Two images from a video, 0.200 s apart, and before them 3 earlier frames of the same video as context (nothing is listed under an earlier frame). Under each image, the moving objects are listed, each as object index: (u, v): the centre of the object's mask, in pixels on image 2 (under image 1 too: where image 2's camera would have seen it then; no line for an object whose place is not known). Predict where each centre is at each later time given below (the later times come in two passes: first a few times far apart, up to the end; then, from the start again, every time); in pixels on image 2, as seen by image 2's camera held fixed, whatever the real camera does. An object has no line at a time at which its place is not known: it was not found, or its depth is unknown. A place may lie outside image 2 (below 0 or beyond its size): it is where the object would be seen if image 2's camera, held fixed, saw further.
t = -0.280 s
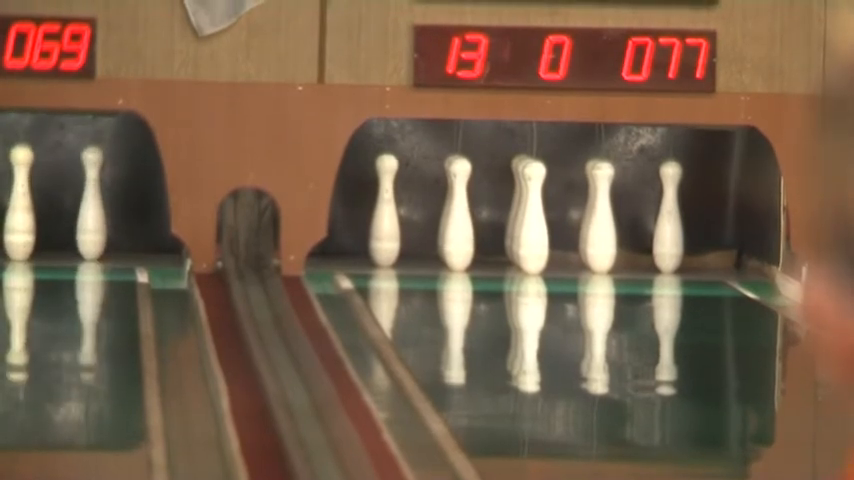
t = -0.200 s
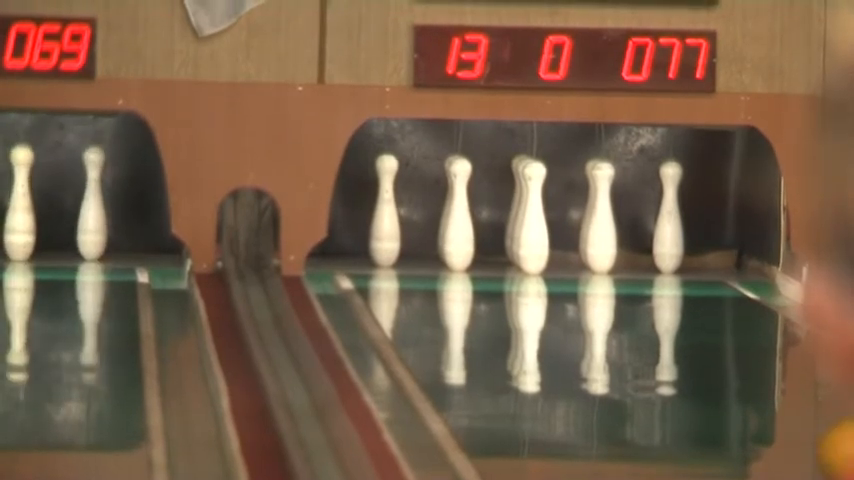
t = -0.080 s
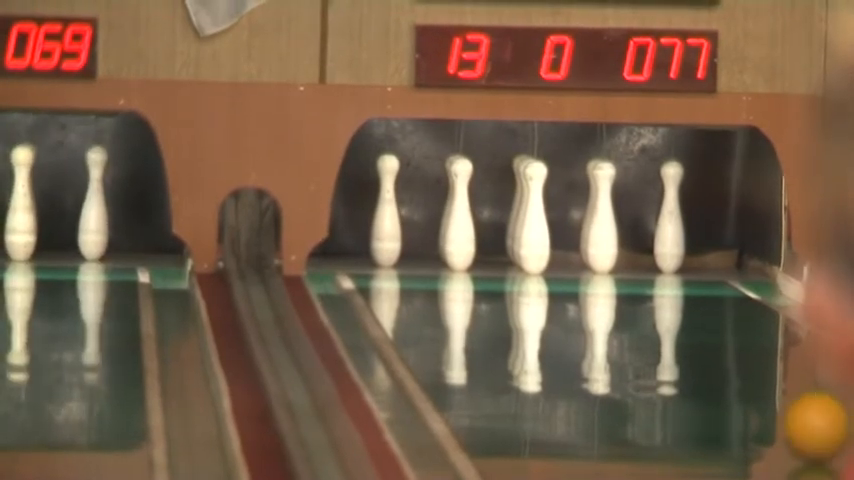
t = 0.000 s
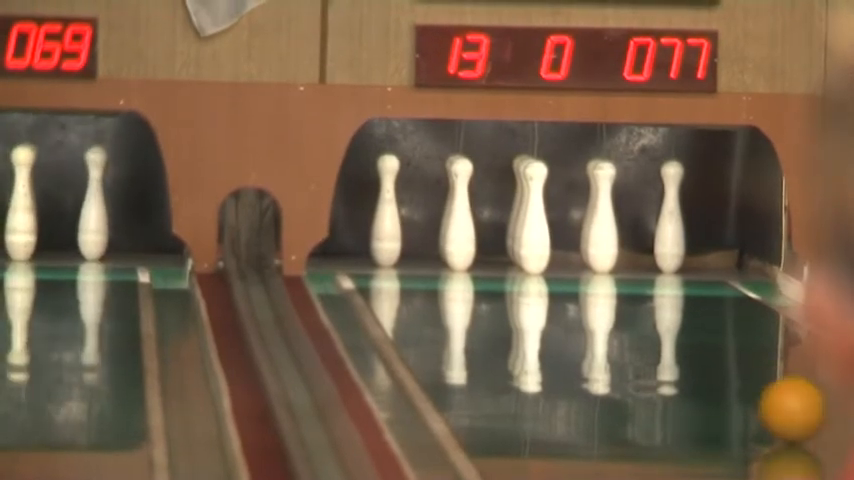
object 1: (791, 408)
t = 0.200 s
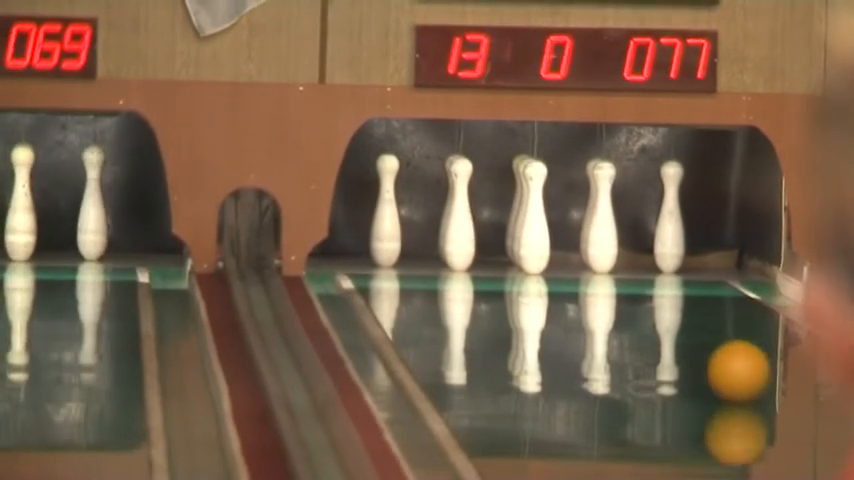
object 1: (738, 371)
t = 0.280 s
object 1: (718, 358)
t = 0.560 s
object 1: (657, 318)
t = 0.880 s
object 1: (596, 281)
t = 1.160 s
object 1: (551, 256)
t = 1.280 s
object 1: (555, 250)
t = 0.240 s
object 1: (728, 364)
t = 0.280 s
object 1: (718, 358)
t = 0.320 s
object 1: (709, 352)
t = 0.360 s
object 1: (701, 345)
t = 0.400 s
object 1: (691, 340)
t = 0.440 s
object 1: (683, 334)
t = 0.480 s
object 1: (674, 329)
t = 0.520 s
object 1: (665, 323)
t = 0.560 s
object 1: (657, 318)
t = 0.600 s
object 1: (649, 312)
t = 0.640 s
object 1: (641, 307)
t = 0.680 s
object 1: (633, 303)
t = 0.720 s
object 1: (625, 298)
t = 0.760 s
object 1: (618, 294)
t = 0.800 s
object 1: (611, 290)
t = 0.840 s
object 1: (603, 285)
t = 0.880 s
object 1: (596, 281)
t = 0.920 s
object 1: (589, 277)
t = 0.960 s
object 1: (582, 273)
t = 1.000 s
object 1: (576, 270)
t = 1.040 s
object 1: (569, 266)
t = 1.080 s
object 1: (563, 263)
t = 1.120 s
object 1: (557, 260)
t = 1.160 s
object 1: (551, 256)
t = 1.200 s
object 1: (545, 253)
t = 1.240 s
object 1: (548, 252)
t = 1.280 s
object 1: (555, 250)
